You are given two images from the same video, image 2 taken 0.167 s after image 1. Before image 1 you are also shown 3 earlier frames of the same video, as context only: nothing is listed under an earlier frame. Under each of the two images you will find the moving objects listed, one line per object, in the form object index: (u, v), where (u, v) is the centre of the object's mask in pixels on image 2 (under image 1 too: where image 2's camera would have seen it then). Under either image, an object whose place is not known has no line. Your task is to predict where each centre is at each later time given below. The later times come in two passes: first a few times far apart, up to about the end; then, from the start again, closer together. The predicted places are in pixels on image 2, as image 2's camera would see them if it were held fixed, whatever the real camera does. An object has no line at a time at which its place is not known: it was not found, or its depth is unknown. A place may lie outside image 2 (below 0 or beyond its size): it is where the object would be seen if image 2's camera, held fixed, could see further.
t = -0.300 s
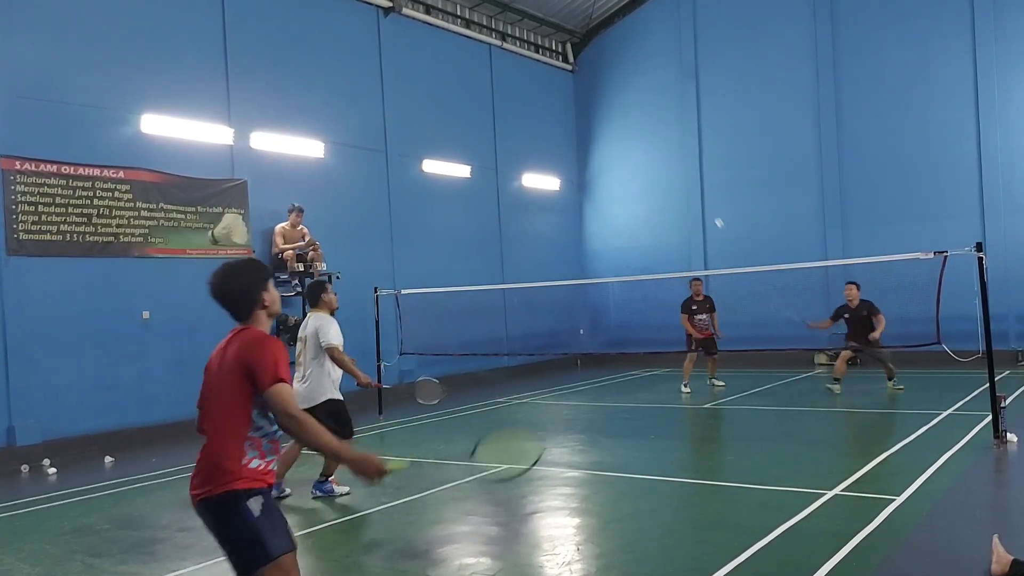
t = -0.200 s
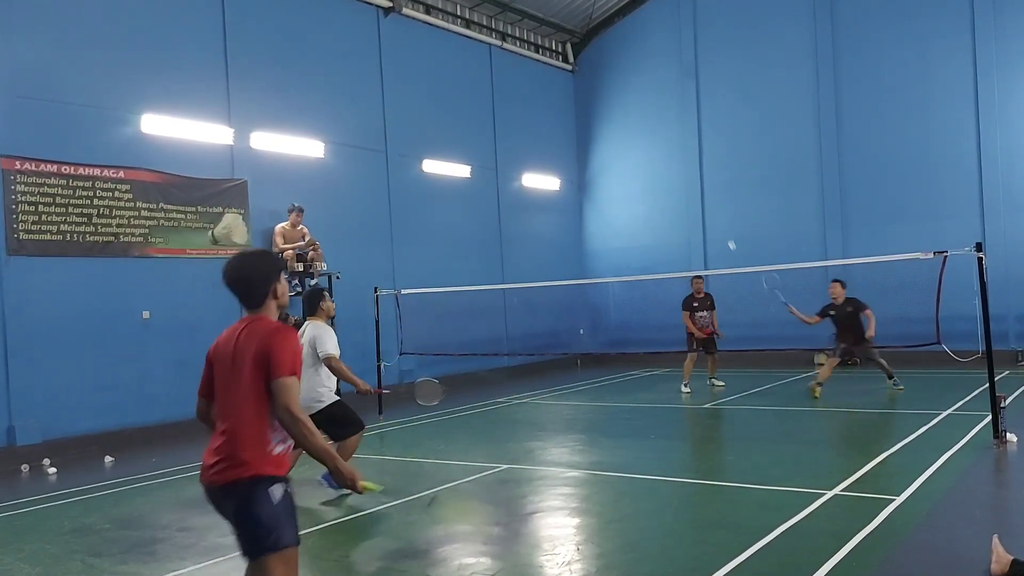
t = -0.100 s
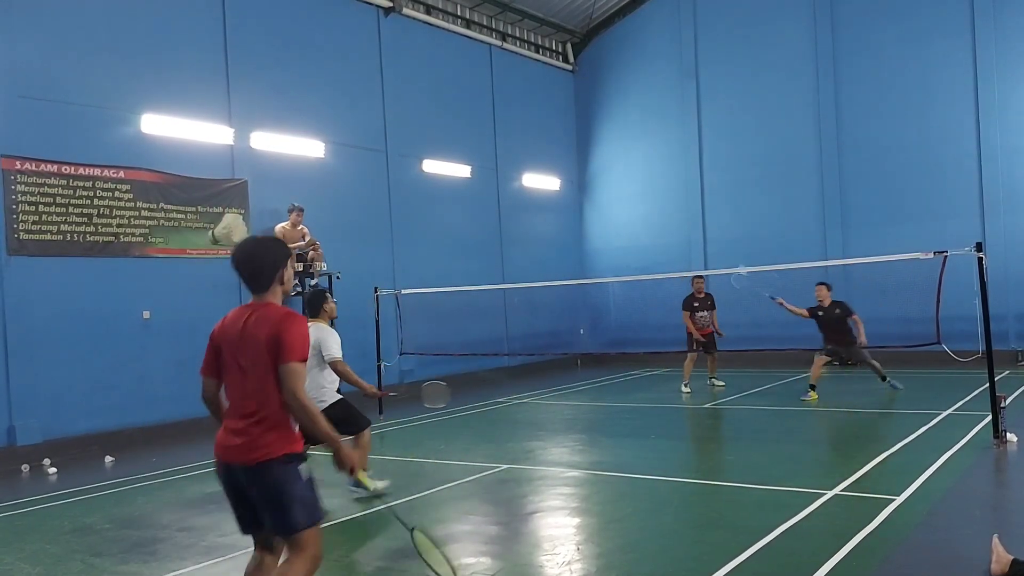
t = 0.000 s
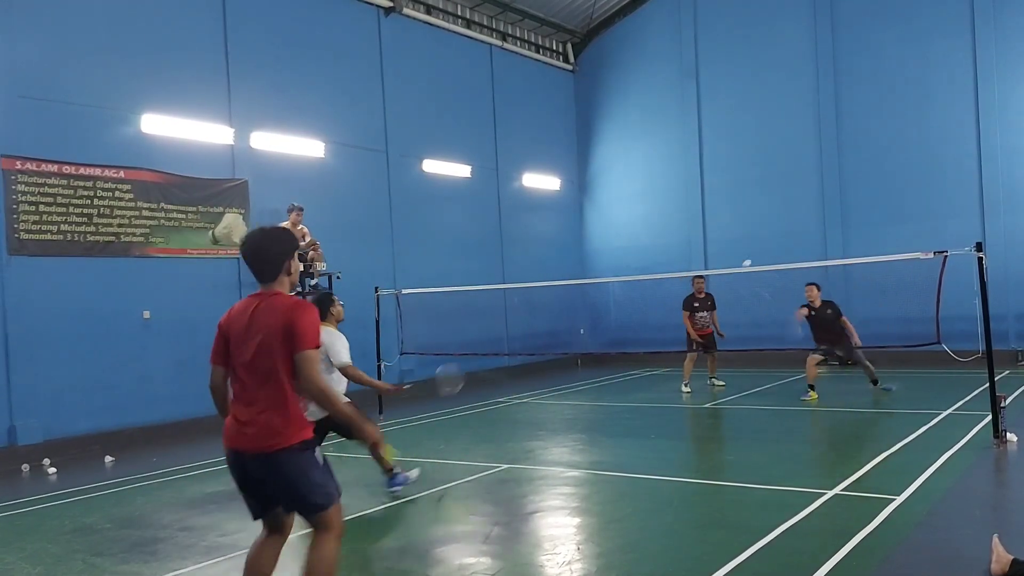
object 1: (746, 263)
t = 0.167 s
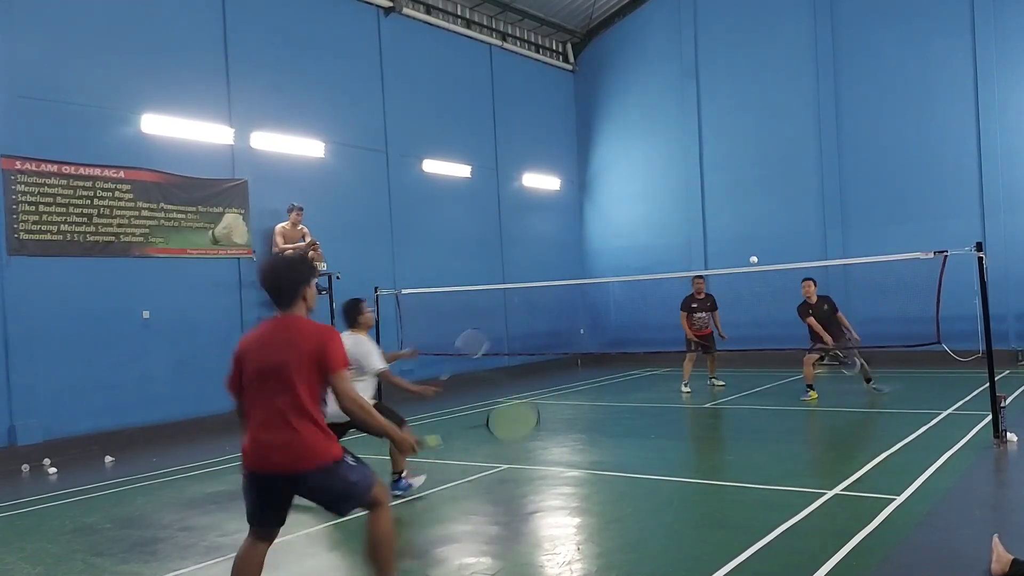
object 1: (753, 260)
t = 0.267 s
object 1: (755, 268)
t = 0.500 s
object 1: (765, 338)
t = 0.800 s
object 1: (776, 488)
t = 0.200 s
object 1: (754, 262)
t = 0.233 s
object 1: (755, 264)
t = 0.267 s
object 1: (755, 268)
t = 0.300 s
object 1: (758, 274)
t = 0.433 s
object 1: (763, 311)
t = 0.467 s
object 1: (764, 323)
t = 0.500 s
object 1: (765, 338)
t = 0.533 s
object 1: (766, 354)
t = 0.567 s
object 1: (767, 371)
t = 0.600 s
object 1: (768, 391)
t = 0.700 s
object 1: (773, 458)
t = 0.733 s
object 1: (774, 484)
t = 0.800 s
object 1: (776, 488)
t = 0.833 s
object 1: (779, 480)
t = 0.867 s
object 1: (779, 476)
